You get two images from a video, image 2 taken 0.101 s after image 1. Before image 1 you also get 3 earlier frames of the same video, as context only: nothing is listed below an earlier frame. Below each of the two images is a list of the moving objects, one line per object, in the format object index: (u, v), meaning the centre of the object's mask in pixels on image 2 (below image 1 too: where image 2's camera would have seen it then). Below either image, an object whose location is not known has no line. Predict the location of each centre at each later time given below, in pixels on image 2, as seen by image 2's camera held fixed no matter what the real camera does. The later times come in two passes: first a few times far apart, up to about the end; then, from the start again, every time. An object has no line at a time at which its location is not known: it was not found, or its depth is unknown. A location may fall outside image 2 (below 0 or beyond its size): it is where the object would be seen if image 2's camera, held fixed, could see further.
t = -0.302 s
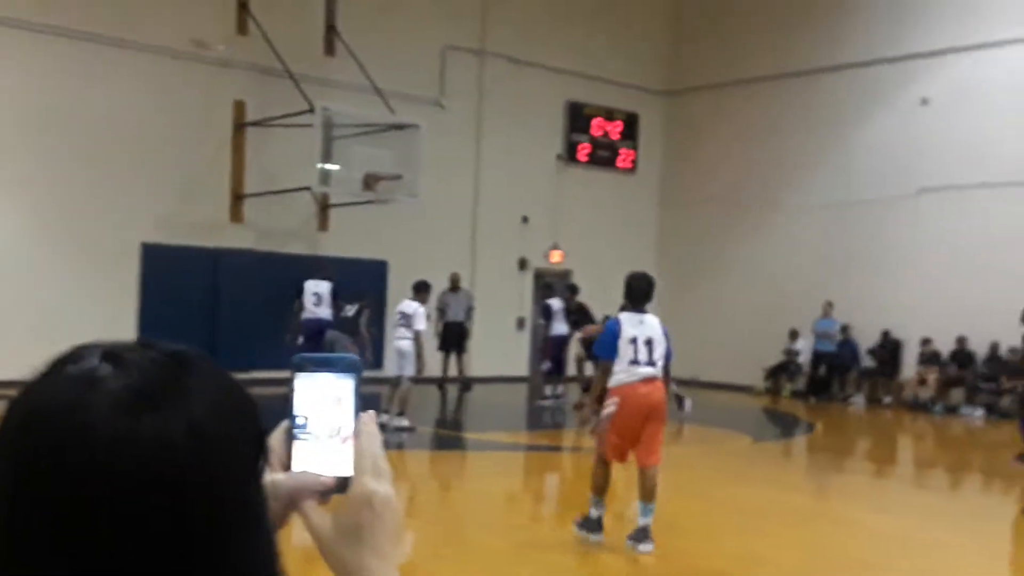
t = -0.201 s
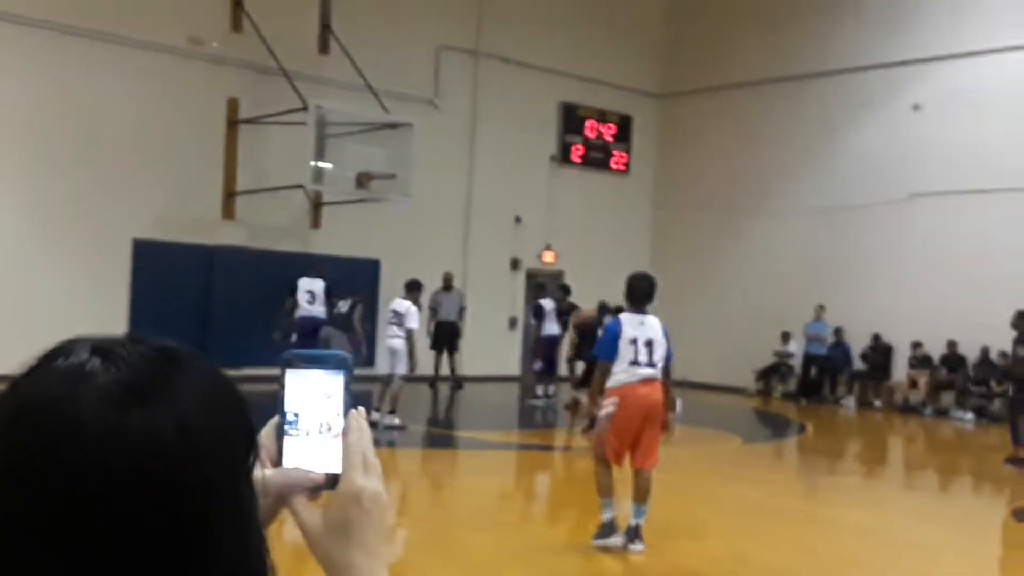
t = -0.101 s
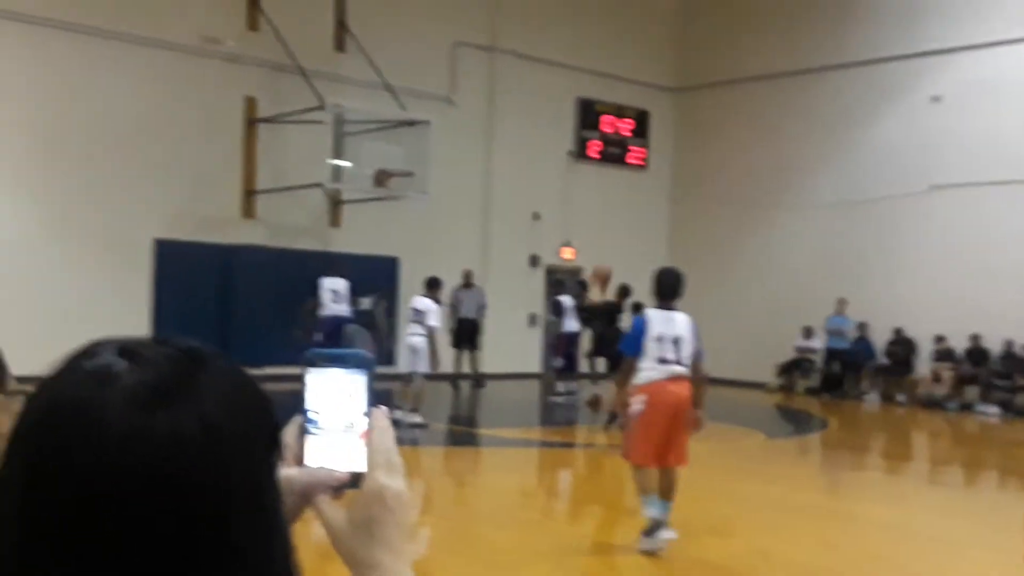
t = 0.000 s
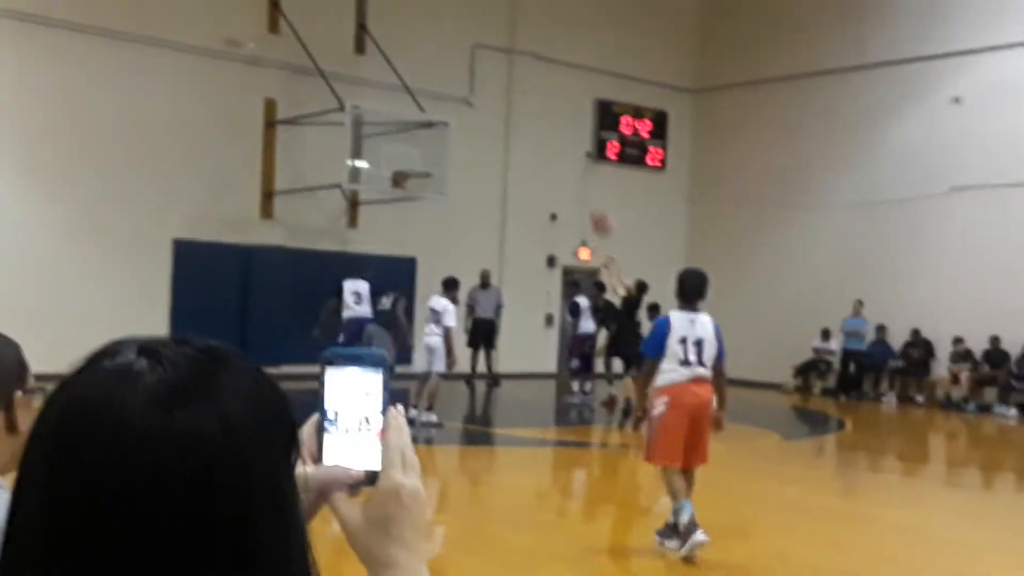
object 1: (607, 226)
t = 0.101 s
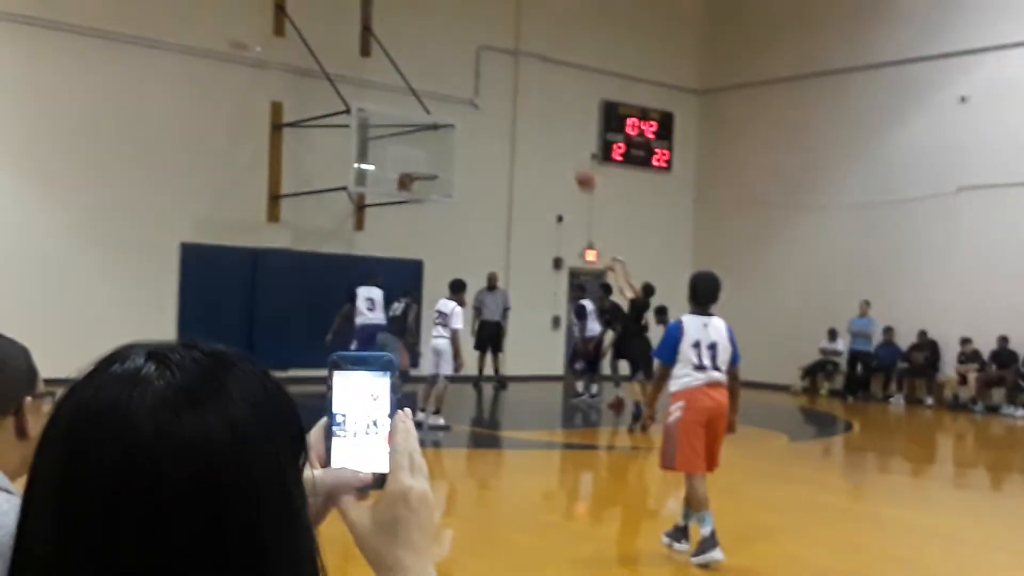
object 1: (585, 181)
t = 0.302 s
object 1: (546, 119)
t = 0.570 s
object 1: (496, 92)
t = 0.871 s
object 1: (446, 129)
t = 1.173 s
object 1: (425, 163)
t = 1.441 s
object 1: (444, 161)
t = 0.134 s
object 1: (577, 168)
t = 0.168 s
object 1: (571, 157)
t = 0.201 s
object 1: (565, 147)
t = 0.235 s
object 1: (559, 137)
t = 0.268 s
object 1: (552, 128)
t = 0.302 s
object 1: (546, 119)
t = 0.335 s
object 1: (539, 112)
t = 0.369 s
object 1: (532, 107)
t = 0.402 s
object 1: (527, 103)
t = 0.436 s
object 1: (521, 99)
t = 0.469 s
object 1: (515, 96)
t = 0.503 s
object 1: (509, 95)
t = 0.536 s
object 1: (504, 92)
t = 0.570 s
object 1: (496, 92)
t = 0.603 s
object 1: (491, 95)
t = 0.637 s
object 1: (485, 96)
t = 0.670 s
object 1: (479, 99)
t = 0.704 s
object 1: (474, 101)
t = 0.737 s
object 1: (468, 106)
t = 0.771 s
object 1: (465, 110)
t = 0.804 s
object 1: (456, 116)
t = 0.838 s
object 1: (452, 122)
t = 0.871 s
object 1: (446, 129)
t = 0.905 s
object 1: (440, 135)
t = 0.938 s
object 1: (435, 145)
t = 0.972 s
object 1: (430, 153)
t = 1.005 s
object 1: (425, 162)
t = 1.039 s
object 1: (421, 170)
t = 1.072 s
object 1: (412, 179)
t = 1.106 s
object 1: (414, 177)
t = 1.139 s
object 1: (423, 167)
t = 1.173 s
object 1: (425, 163)
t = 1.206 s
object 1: (427, 160)
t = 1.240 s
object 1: (430, 157)
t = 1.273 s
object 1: (432, 156)
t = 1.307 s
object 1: (434, 155)
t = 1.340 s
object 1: (436, 155)
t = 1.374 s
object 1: (438, 156)
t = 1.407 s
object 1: (441, 158)
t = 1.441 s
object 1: (444, 161)
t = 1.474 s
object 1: (445, 164)
